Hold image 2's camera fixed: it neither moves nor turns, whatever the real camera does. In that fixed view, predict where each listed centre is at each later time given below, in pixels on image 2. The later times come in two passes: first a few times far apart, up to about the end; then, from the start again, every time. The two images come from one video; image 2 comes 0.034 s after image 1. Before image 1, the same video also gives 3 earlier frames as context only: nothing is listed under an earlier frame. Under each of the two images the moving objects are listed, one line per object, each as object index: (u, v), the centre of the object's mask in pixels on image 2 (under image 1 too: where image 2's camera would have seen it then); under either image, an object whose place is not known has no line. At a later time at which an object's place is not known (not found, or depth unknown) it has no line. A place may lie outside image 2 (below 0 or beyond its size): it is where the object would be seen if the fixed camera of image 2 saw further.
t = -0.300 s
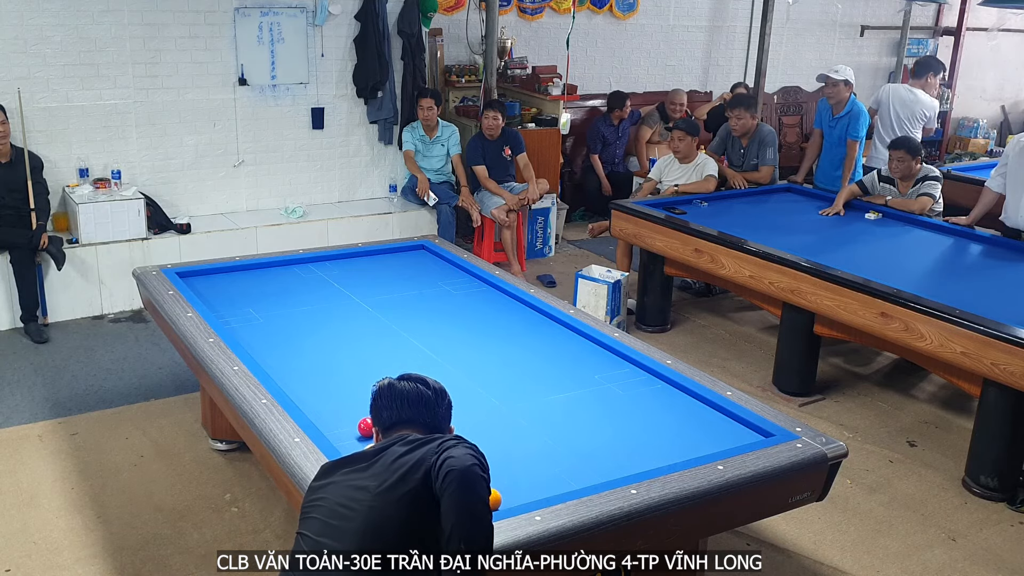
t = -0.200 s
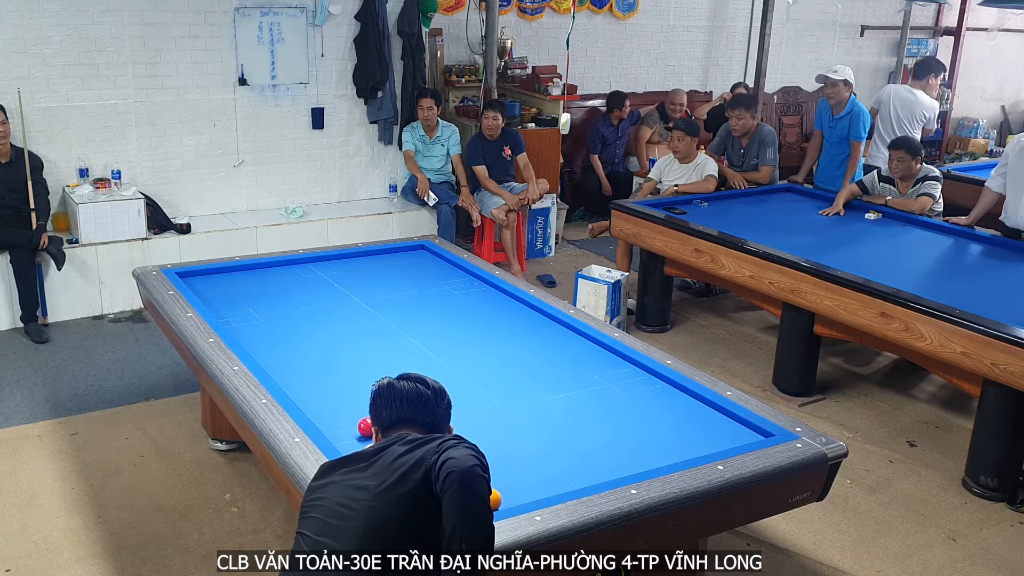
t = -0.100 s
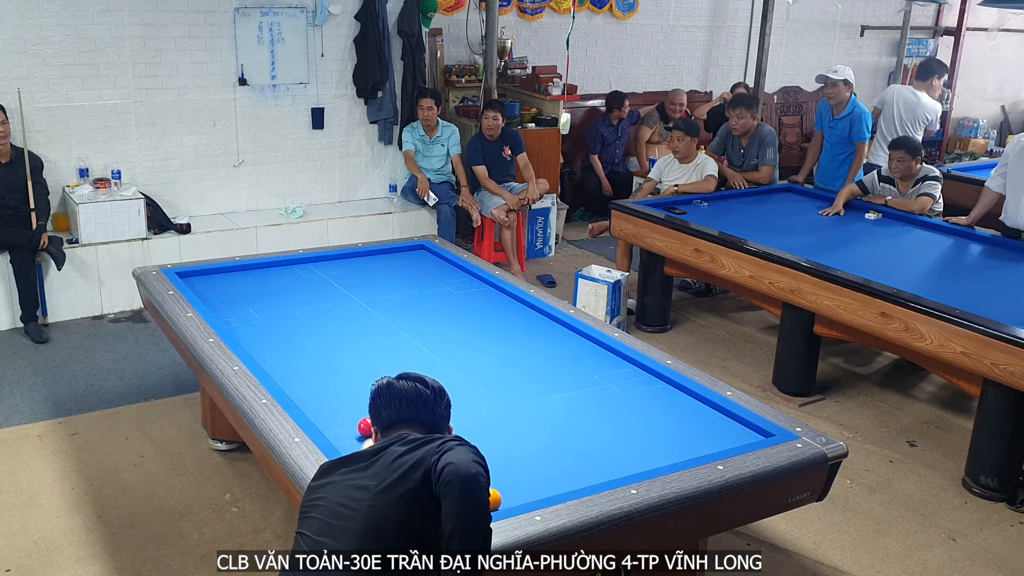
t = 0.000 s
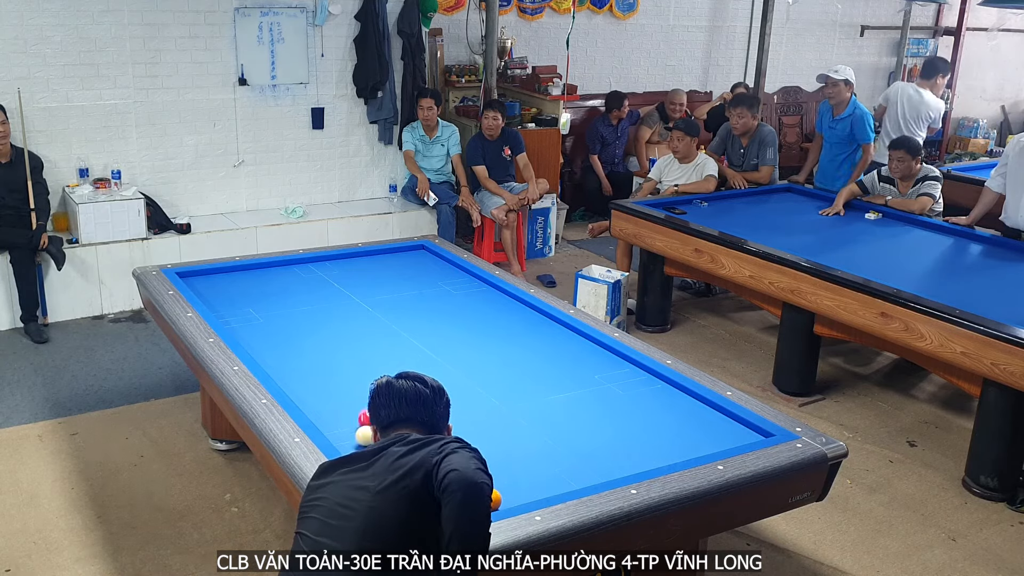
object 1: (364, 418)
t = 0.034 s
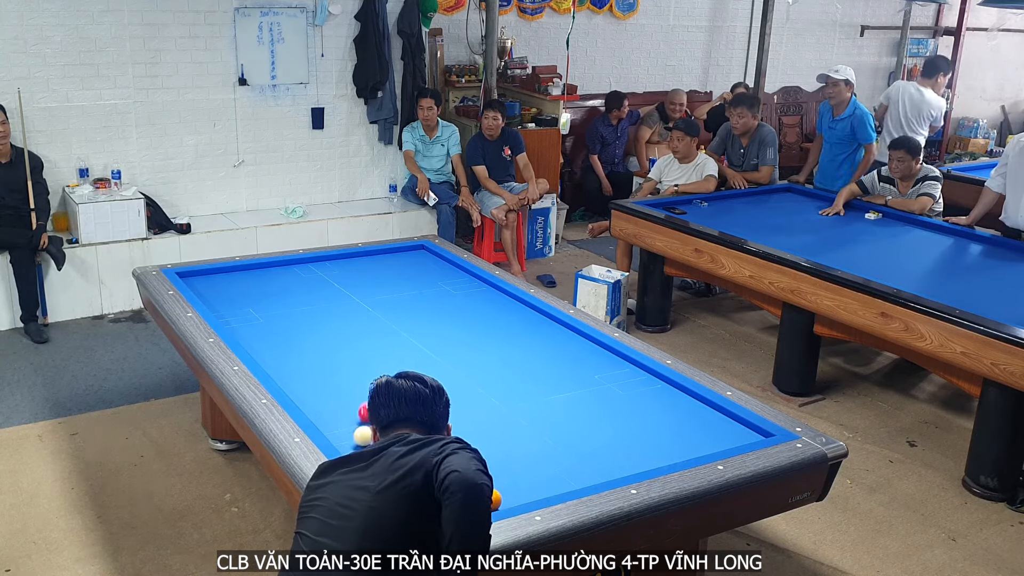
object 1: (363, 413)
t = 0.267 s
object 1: (366, 375)
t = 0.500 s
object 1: (366, 347)
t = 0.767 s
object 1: (366, 320)
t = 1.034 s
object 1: (366, 296)
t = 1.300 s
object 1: (365, 273)
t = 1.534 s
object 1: (365, 256)
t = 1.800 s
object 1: (386, 257)
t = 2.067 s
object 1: (413, 265)
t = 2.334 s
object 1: (442, 271)
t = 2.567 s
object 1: (467, 276)
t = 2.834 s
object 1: (479, 284)
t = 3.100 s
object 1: (485, 293)
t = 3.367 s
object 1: (491, 302)
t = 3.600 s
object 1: (496, 309)
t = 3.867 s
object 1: (501, 319)
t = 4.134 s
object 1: (507, 328)
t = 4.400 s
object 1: (513, 337)
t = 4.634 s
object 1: (518, 346)
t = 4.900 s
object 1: (523, 355)
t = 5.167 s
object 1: (529, 365)
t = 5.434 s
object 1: (535, 375)
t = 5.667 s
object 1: (539, 384)
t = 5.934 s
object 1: (544, 394)
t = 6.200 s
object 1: (549, 403)
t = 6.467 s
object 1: (554, 413)
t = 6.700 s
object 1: (558, 422)
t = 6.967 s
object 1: (562, 431)
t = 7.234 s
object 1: (567, 440)
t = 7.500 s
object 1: (571, 450)
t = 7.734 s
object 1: (574, 457)
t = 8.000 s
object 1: (577, 465)
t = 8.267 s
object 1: (580, 473)
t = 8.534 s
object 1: (583, 479)
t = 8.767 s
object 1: (580, 480)
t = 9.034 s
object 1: (573, 480)
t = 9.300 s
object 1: (566, 479)
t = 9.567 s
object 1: (560, 477)
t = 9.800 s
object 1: (556, 476)
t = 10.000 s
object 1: (553, 475)
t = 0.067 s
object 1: (363, 406)
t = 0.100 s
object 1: (363, 400)
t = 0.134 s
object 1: (364, 394)
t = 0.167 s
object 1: (364, 389)
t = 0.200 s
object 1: (365, 384)
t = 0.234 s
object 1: (365, 379)
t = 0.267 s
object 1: (366, 375)
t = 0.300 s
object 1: (366, 371)
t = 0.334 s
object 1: (366, 367)
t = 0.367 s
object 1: (366, 363)
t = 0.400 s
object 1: (366, 359)
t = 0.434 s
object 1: (367, 355)
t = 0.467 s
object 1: (366, 351)
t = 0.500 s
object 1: (366, 347)
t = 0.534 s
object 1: (366, 344)
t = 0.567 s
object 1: (366, 340)
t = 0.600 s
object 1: (366, 336)
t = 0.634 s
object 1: (366, 333)
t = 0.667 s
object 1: (366, 329)
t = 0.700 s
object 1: (366, 326)
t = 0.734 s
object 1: (366, 323)
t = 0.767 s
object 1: (366, 320)
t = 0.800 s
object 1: (366, 316)
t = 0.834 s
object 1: (366, 313)
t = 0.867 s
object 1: (366, 310)
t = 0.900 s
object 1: (366, 307)
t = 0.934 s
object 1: (366, 304)
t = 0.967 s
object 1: (366, 301)
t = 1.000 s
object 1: (366, 299)
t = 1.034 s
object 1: (366, 296)
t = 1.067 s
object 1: (366, 293)
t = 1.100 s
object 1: (365, 290)
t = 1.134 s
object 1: (365, 288)
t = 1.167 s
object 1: (365, 285)
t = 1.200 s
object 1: (365, 282)
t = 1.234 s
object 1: (365, 279)
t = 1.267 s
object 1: (365, 276)
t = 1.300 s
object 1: (365, 273)
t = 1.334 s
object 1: (365, 271)
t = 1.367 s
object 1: (365, 268)
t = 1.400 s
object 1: (364, 265)
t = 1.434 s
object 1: (364, 263)
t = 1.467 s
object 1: (365, 260)
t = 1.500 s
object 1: (365, 258)
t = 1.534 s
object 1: (365, 256)
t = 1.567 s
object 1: (365, 254)
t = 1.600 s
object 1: (365, 253)
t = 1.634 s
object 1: (365, 251)
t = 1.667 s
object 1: (369, 251)
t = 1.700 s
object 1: (374, 252)
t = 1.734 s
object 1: (378, 254)
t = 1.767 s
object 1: (382, 255)
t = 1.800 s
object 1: (386, 257)
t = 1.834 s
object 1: (389, 259)
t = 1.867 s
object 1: (392, 260)
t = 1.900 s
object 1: (396, 261)
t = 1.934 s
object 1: (399, 262)
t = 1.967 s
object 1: (402, 263)
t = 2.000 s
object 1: (406, 263)
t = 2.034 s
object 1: (409, 264)
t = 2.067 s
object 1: (413, 265)
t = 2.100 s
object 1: (417, 266)
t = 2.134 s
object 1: (420, 267)
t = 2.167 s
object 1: (424, 267)
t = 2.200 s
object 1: (427, 268)
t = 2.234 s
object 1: (431, 269)
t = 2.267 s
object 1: (435, 270)
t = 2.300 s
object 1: (438, 270)
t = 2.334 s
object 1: (442, 271)
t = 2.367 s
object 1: (445, 272)
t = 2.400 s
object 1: (449, 273)
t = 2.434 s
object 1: (452, 273)
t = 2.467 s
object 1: (456, 274)
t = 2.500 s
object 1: (460, 275)
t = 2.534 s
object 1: (463, 276)
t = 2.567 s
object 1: (467, 276)
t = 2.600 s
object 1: (470, 277)
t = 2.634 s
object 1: (474, 278)
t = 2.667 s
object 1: (477, 279)
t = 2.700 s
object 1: (477, 280)
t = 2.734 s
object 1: (477, 281)
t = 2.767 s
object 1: (478, 282)
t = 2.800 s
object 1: (479, 283)
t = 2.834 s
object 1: (479, 284)
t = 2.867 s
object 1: (480, 285)
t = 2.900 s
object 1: (481, 286)
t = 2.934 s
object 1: (482, 287)
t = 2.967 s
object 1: (482, 288)
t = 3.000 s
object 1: (483, 289)
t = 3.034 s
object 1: (484, 290)
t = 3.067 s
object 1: (484, 292)
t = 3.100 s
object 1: (485, 293)
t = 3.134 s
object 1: (486, 294)
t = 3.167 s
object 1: (486, 295)
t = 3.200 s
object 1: (487, 296)
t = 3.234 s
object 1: (488, 297)
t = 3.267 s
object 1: (489, 298)
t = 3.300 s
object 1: (489, 299)
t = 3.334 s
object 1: (490, 300)
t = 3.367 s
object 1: (491, 302)
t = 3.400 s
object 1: (491, 303)
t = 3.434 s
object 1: (492, 304)
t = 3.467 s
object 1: (493, 305)
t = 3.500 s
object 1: (494, 306)
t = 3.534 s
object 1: (494, 307)
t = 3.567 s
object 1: (495, 308)
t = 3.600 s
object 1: (496, 309)
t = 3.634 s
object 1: (496, 310)
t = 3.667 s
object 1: (497, 312)
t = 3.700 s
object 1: (498, 313)
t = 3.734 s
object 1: (499, 314)
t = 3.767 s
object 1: (499, 315)
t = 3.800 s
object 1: (500, 316)
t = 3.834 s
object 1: (501, 318)
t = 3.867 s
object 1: (501, 319)
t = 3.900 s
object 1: (502, 320)
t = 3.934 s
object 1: (503, 321)
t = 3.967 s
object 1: (504, 322)
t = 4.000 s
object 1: (504, 323)
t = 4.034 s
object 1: (505, 324)
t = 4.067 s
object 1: (506, 325)
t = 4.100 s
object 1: (506, 327)
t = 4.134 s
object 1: (507, 328)
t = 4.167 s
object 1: (508, 329)
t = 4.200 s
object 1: (509, 330)
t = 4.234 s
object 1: (509, 332)
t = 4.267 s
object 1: (510, 333)
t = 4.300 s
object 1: (511, 334)
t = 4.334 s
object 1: (511, 335)
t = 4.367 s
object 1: (512, 336)
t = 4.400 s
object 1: (513, 337)
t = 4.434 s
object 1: (514, 338)
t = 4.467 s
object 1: (514, 340)
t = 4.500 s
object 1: (515, 341)
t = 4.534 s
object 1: (516, 342)
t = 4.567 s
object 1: (516, 343)
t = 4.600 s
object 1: (517, 345)
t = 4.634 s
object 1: (518, 346)
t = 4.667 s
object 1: (518, 347)
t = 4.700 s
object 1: (519, 348)
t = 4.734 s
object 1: (520, 349)
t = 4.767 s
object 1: (521, 351)
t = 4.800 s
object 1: (521, 352)
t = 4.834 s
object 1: (522, 353)
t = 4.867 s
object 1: (523, 354)
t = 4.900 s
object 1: (523, 355)
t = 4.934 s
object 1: (524, 357)
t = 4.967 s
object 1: (525, 358)
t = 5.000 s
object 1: (526, 359)
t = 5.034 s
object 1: (526, 360)
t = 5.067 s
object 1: (527, 362)
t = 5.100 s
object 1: (528, 363)
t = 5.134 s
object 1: (528, 364)
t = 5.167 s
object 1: (529, 365)
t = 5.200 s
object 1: (530, 366)
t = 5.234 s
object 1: (530, 368)
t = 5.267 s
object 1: (531, 369)
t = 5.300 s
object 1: (532, 370)
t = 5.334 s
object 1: (532, 371)
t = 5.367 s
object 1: (533, 373)
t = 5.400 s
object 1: (534, 374)
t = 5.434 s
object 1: (535, 375)
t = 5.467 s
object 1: (535, 376)
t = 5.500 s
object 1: (536, 378)
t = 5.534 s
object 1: (537, 379)
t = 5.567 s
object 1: (537, 380)
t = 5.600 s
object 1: (538, 381)
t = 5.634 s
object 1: (539, 383)
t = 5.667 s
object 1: (539, 384)
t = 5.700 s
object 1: (540, 385)
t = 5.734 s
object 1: (541, 386)
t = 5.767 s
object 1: (541, 388)
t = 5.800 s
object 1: (542, 389)
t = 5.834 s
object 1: (542, 390)
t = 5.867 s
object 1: (543, 391)
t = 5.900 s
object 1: (544, 393)
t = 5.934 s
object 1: (544, 394)
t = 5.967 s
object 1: (545, 395)
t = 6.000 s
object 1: (546, 396)
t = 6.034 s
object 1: (546, 397)
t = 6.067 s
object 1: (547, 398)
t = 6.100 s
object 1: (547, 400)
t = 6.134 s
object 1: (548, 401)
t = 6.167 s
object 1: (549, 402)
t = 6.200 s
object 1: (549, 403)
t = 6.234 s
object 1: (550, 405)
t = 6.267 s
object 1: (550, 406)
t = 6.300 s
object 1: (551, 407)
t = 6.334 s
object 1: (552, 408)
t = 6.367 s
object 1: (552, 409)
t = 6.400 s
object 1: (553, 411)
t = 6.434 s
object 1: (554, 412)
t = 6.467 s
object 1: (554, 413)
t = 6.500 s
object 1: (555, 414)
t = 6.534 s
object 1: (555, 416)
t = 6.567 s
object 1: (556, 417)
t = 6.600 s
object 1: (556, 418)
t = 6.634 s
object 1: (557, 419)
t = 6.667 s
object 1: (557, 420)
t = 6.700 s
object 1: (558, 422)
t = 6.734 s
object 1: (559, 423)
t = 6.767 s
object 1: (559, 424)
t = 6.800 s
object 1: (560, 425)
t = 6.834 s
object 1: (560, 426)
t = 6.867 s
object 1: (561, 428)
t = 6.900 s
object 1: (561, 429)
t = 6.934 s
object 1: (562, 430)
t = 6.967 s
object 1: (562, 431)
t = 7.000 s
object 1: (563, 432)
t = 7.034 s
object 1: (563, 434)
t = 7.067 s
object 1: (564, 435)
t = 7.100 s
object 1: (565, 436)
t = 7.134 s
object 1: (565, 437)
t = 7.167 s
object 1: (566, 438)
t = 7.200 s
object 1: (566, 439)
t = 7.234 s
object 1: (567, 440)
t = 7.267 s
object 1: (567, 442)
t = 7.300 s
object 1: (568, 443)
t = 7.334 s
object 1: (568, 444)
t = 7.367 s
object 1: (569, 445)
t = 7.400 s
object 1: (569, 446)
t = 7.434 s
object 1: (570, 447)
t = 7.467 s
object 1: (570, 448)
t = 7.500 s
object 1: (571, 450)
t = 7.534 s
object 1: (571, 451)
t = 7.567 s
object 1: (572, 452)
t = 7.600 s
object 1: (572, 453)
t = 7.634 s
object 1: (573, 454)
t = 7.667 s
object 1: (573, 455)
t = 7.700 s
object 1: (573, 456)
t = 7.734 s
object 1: (574, 457)
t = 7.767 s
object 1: (574, 458)
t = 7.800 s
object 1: (575, 459)
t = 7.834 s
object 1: (575, 460)
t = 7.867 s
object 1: (576, 461)
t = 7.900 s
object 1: (576, 462)
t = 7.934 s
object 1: (576, 464)
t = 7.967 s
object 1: (577, 464)
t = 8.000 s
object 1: (577, 465)
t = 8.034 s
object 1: (578, 466)
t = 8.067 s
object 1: (578, 467)
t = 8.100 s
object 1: (578, 469)
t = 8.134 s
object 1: (579, 469)
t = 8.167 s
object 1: (579, 470)
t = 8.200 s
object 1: (579, 471)
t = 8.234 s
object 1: (580, 472)
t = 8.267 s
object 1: (580, 473)
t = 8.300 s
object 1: (581, 475)
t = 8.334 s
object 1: (581, 475)
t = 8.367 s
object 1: (581, 476)
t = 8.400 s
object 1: (582, 477)
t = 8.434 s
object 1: (582, 477)
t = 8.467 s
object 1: (582, 478)
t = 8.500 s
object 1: (582, 479)
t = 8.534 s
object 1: (583, 479)
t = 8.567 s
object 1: (583, 479)
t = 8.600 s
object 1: (583, 480)
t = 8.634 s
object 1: (583, 480)
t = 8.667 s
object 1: (583, 480)
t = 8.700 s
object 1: (582, 480)
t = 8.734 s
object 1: (581, 480)
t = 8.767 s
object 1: (580, 480)
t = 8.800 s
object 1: (579, 480)
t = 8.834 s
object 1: (578, 480)
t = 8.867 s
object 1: (577, 480)
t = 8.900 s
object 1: (576, 480)
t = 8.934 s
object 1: (575, 480)
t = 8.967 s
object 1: (574, 480)
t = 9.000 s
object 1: (574, 480)
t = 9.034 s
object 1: (573, 480)
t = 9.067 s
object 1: (572, 480)
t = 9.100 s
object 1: (571, 480)
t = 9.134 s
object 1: (570, 480)
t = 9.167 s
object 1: (569, 480)
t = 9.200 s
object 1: (569, 480)
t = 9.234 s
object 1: (568, 479)
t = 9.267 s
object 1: (567, 479)
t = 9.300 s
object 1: (566, 479)
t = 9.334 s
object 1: (566, 479)
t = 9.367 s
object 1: (565, 479)
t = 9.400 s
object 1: (564, 478)
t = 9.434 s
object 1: (563, 478)
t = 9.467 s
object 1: (563, 478)
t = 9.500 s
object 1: (562, 478)
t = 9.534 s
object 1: (561, 477)
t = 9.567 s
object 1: (560, 477)
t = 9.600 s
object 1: (560, 477)
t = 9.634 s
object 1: (559, 477)
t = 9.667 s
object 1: (558, 477)
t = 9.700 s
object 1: (558, 477)
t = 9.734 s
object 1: (557, 477)
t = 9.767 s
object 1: (557, 476)
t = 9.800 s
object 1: (556, 476)
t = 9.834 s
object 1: (555, 476)
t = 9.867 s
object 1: (555, 476)
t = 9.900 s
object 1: (554, 475)
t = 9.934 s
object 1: (554, 475)
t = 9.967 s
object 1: (553, 475)
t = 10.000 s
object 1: (553, 475)
